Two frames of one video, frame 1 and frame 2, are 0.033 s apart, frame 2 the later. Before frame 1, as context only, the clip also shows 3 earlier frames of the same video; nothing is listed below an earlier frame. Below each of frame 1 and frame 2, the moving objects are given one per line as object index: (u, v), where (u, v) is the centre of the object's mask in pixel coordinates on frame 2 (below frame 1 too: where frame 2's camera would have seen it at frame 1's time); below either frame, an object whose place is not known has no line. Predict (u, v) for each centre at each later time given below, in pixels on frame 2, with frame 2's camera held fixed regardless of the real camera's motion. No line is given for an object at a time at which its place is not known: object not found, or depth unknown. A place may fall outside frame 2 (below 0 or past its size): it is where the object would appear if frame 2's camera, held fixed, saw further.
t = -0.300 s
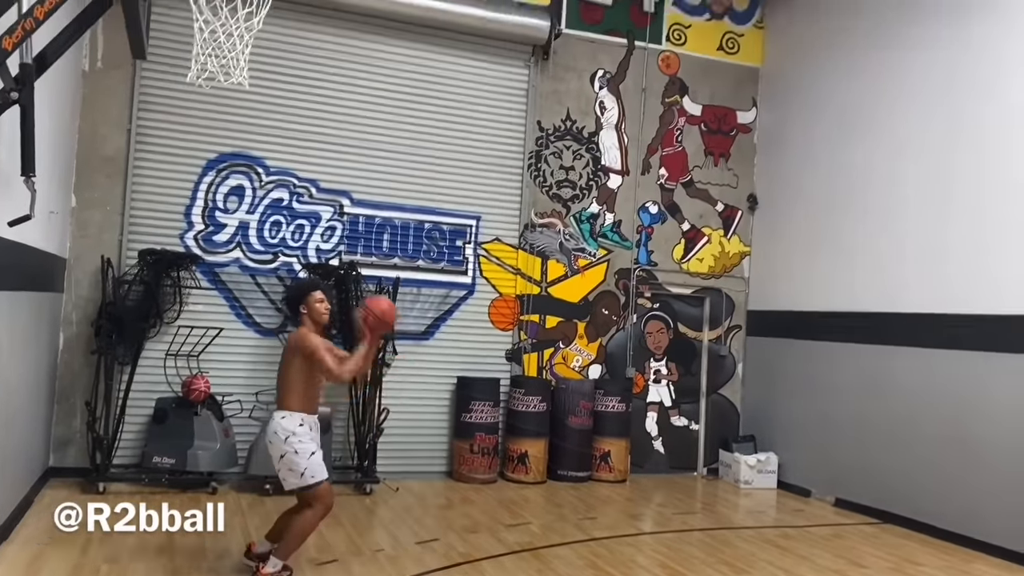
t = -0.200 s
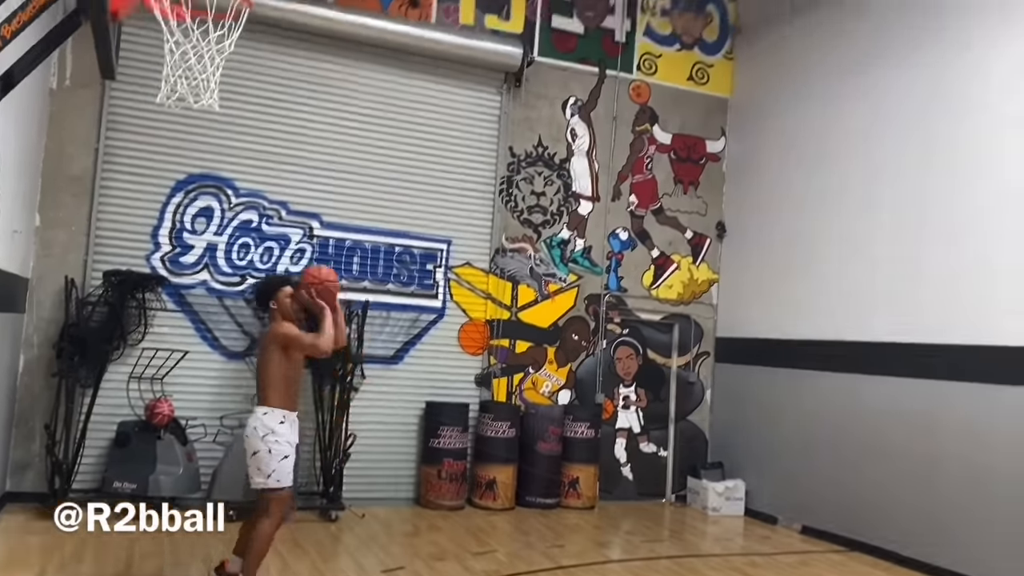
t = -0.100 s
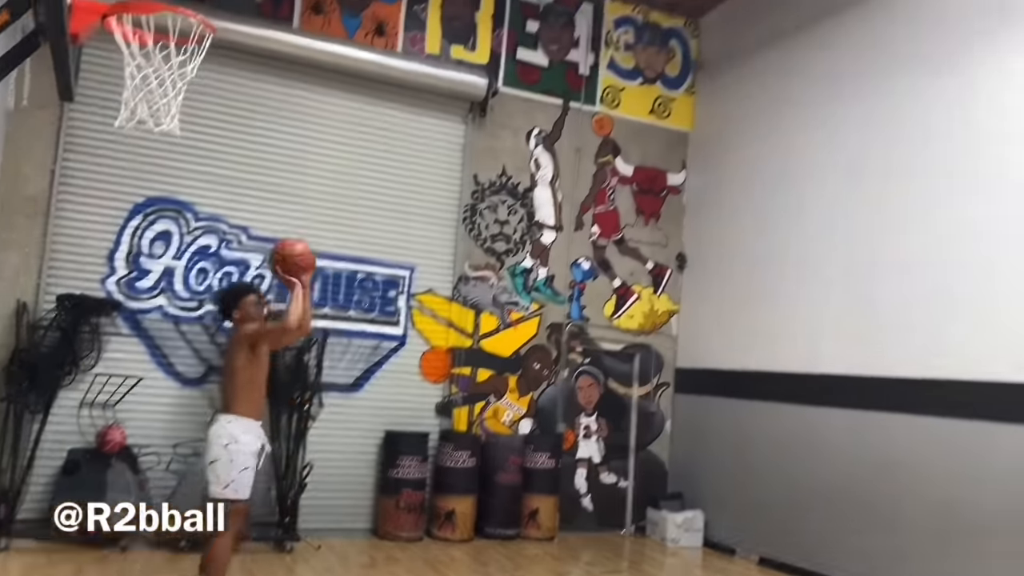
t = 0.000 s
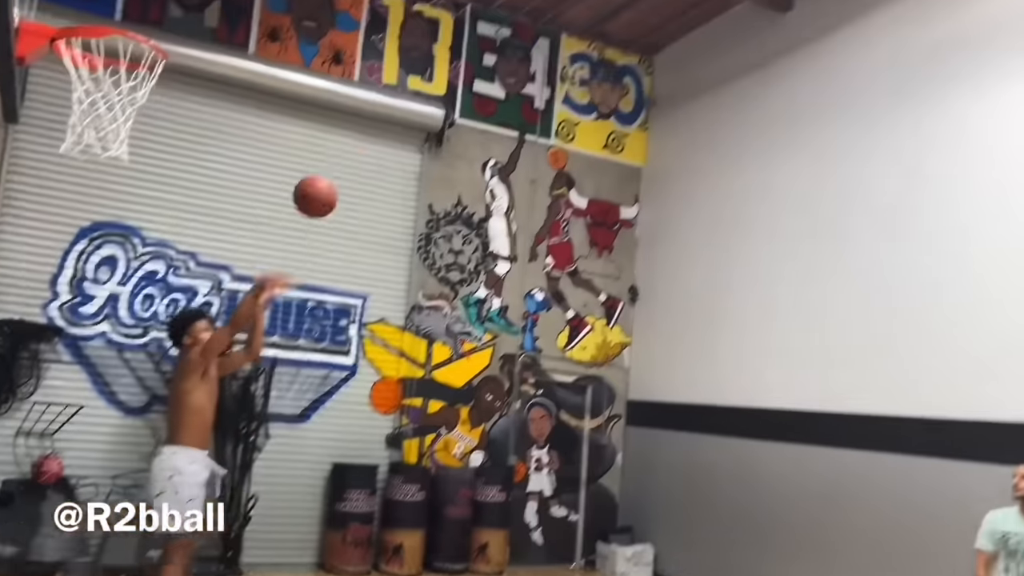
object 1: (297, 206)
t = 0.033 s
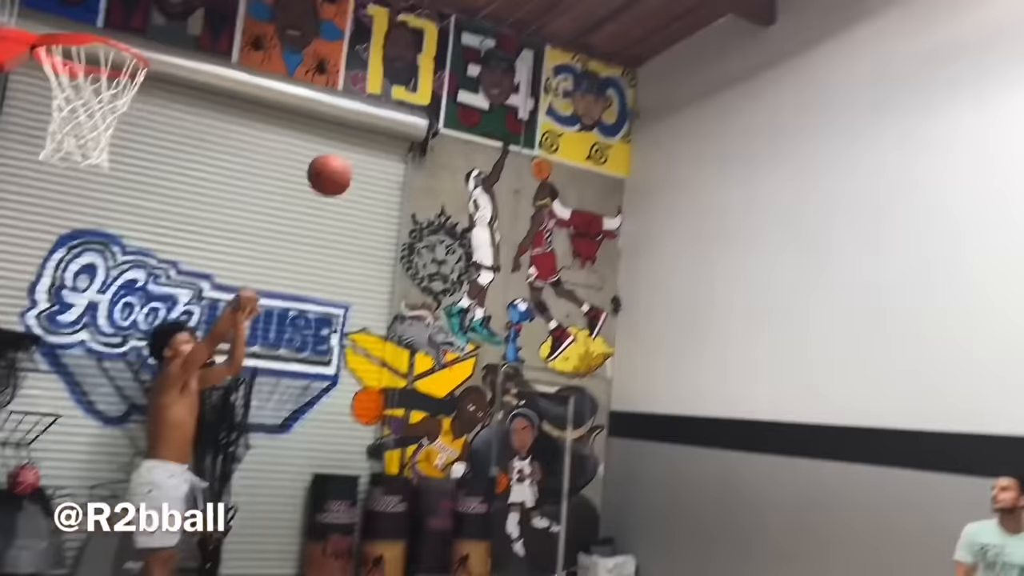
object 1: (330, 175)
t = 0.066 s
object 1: (362, 144)
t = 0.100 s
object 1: (394, 118)
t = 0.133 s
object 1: (426, 91)
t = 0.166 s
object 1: (458, 65)
